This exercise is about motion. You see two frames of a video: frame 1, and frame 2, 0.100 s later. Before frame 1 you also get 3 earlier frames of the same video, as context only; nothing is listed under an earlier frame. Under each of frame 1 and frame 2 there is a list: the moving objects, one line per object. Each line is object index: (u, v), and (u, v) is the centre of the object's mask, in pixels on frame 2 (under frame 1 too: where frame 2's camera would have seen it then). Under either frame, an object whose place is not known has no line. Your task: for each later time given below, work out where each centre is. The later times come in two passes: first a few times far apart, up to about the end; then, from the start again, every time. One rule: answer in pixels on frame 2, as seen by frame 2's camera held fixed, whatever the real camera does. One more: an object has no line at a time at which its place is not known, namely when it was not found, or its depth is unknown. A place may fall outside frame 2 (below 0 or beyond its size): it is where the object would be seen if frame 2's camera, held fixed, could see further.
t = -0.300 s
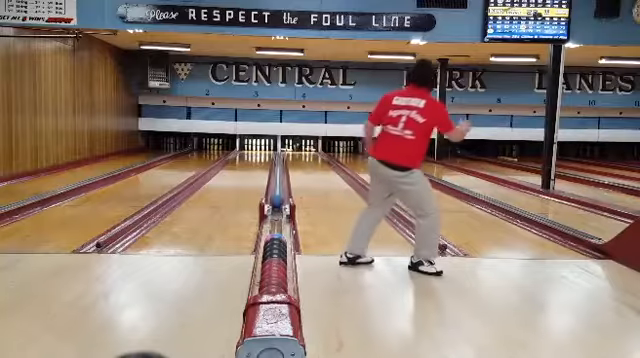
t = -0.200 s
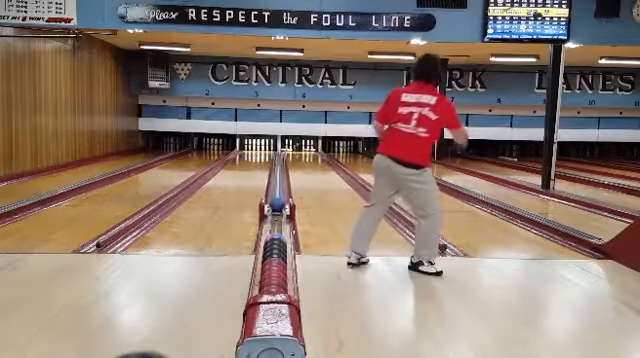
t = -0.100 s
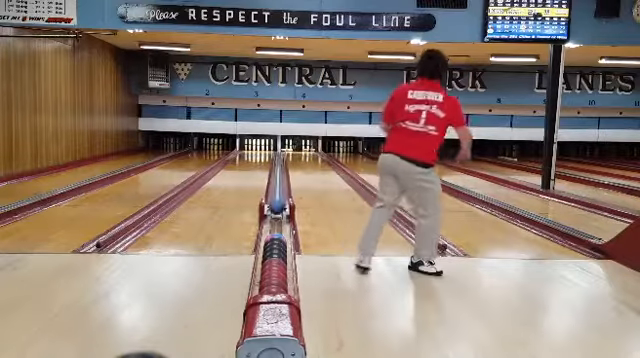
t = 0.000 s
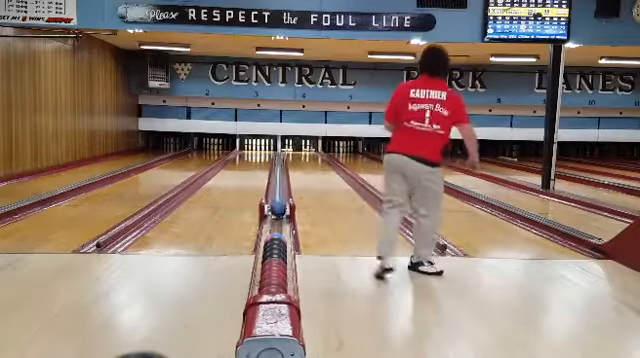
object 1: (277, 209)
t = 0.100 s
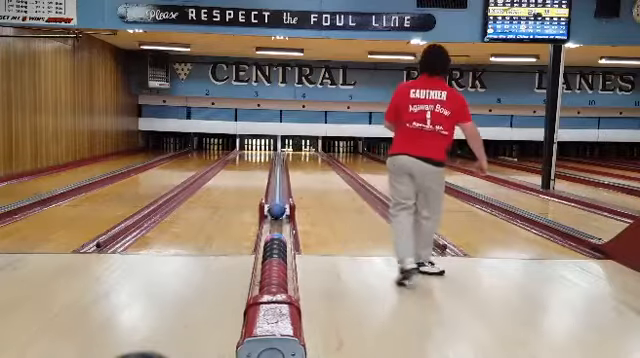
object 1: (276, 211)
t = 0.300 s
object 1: (276, 213)
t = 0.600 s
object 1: (276, 218)
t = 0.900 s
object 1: (276, 222)
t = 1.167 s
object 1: (276, 222)
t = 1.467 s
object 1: (276, 230)
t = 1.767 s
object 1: (276, 234)
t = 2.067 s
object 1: (277, 233)
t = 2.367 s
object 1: (277, 234)
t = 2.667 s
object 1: (276, 234)
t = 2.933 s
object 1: (275, 235)
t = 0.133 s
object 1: (276, 211)
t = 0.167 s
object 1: (275, 212)
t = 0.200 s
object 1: (275, 212)
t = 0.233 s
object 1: (276, 213)
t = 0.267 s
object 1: (276, 213)
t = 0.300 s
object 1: (276, 213)
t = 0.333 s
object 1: (276, 213)
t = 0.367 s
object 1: (276, 214)
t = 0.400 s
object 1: (276, 215)
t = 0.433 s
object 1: (276, 215)
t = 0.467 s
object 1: (276, 216)
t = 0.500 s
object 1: (276, 216)
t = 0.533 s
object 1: (276, 216)
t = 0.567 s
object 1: (276, 216)
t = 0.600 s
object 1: (276, 218)
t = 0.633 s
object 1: (276, 218)
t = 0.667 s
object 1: (276, 218)
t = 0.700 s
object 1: (275, 218)
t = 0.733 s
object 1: (276, 220)
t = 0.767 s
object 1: (276, 222)
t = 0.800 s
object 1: (276, 222)
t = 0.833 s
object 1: (275, 223)
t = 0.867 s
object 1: (275, 223)
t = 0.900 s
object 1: (276, 222)
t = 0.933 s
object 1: (276, 223)
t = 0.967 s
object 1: (276, 223)
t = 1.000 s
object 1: (276, 223)
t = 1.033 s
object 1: (275, 224)
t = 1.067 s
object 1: (276, 224)
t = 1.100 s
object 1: (275, 224)
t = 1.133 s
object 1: (275, 224)
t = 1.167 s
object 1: (276, 222)
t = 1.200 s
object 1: (275, 222)
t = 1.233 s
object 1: (275, 222)
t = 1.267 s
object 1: (276, 225)
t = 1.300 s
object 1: (276, 226)
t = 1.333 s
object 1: (276, 227)
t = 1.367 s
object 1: (276, 228)
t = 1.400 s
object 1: (276, 229)
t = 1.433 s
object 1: (276, 230)
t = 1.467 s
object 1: (276, 230)
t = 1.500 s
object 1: (276, 230)
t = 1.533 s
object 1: (276, 233)
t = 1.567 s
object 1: (276, 233)
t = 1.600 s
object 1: (276, 233)
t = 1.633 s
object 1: (276, 233)
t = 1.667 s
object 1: (276, 233)
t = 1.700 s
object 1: (276, 233)
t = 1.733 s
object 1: (276, 234)
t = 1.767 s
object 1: (276, 234)
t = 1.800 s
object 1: (276, 234)
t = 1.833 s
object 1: (277, 233)
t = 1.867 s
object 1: (276, 234)
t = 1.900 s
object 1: (277, 233)
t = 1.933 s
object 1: (277, 233)
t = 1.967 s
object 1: (277, 233)
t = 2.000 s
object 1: (276, 234)
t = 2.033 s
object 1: (276, 234)
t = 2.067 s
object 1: (277, 233)
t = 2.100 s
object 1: (276, 234)
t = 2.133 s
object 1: (276, 234)
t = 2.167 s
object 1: (277, 233)
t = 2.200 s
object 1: (277, 233)
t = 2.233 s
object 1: (277, 233)
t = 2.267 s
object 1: (276, 234)
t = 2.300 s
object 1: (277, 233)
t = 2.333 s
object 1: (276, 234)
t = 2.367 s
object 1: (277, 234)
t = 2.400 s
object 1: (276, 234)
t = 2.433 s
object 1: (277, 234)
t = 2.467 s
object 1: (277, 234)
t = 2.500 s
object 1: (276, 234)
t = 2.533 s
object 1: (277, 234)
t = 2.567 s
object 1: (277, 234)
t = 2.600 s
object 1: (276, 234)
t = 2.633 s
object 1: (276, 234)
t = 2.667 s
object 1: (276, 234)
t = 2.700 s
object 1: (275, 235)
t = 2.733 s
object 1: (275, 235)
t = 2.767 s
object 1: (275, 235)
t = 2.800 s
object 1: (275, 235)
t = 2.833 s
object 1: (275, 235)
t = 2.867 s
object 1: (275, 235)
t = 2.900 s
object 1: (275, 235)
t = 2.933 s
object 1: (275, 235)
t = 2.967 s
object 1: (275, 235)
